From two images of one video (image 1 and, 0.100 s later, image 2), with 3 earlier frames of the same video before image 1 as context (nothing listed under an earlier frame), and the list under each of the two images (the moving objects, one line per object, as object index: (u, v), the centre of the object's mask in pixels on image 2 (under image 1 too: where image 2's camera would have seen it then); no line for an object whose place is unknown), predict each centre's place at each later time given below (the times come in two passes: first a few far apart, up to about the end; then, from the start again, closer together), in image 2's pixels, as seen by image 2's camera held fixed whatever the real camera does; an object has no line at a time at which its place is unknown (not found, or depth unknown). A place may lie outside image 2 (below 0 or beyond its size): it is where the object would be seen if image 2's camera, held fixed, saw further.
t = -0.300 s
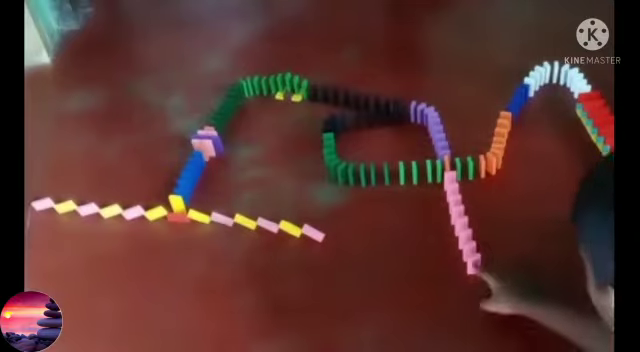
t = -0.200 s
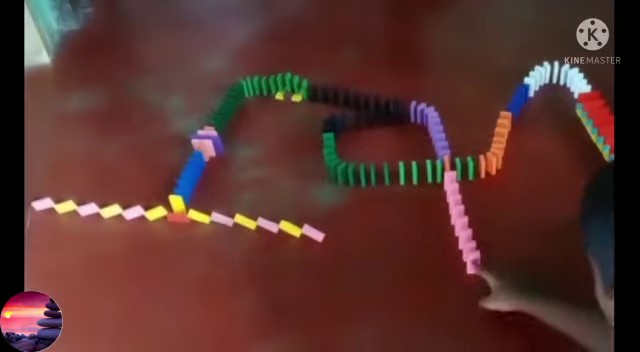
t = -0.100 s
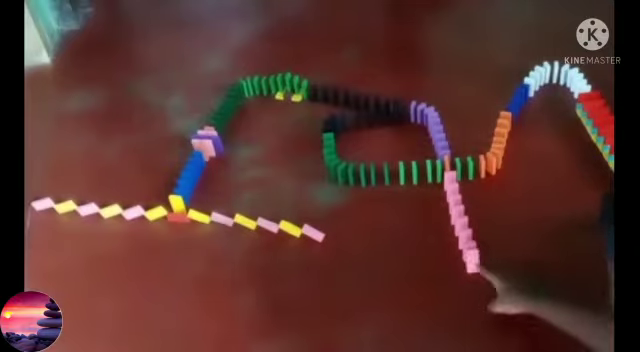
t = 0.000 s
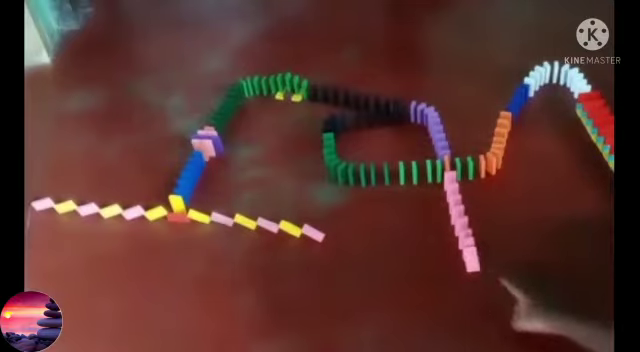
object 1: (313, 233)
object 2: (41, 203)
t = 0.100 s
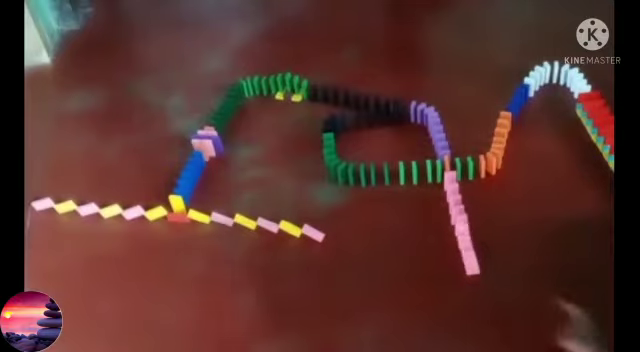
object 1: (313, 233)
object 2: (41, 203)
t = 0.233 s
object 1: (313, 233)
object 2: (41, 203)
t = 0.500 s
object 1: (313, 233)
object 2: (41, 203)
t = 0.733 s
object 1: (313, 233)
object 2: (41, 203)
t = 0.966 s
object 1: (313, 233)
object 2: (41, 203)
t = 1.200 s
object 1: (313, 233)
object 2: (41, 203)
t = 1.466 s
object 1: (313, 233)
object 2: (41, 203)
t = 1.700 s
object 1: (313, 233)
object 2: (41, 204)
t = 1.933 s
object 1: (313, 233)
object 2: (41, 204)
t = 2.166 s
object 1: (313, 233)
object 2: (41, 204)
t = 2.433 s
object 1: (306, 240)
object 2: (47, 205)
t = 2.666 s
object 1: (306, 241)
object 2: (52, 202)
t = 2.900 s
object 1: (306, 241)
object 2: (52, 202)
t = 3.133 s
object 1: (306, 241)
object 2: (53, 202)
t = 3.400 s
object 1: (306, 241)
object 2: (53, 202)
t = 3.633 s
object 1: (306, 241)
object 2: (53, 202)
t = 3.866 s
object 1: (306, 241)
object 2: (53, 202)
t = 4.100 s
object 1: (306, 241)
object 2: (53, 202)
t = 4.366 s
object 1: (306, 241)
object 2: (53, 202)
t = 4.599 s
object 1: (306, 241)
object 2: (52, 202)
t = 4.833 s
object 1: (306, 241)
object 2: (53, 202)
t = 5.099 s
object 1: (306, 241)
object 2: (52, 202)
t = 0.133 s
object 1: (313, 233)
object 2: (41, 203)
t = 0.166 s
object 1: (313, 233)
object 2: (41, 203)
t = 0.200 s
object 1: (313, 233)
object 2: (41, 203)
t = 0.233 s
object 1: (313, 233)
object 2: (41, 203)
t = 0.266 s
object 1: (313, 233)
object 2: (41, 203)
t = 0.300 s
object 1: (313, 233)
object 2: (41, 203)
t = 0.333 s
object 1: (313, 233)
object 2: (41, 203)
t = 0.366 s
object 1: (313, 233)
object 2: (41, 203)
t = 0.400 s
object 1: (313, 233)
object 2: (41, 203)
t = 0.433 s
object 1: (313, 233)
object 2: (41, 203)
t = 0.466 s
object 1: (313, 233)
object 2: (41, 203)
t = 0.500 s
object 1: (313, 233)
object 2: (41, 203)
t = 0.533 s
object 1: (313, 233)
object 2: (41, 203)
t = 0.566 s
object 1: (313, 233)
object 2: (41, 203)
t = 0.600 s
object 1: (313, 233)
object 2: (41, 203)
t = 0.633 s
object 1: (313, 233)
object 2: (41, 203)
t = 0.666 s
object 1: (313, 233)
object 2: (41, 203)
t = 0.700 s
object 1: (313, 233)
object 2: (41, 203)
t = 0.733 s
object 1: (313, 233)
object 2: (41, 203)
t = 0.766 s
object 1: (313, 233)
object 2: (41, 203)
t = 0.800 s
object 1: (313, 233)
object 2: (41, 203)
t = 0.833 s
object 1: (313, 233)
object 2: (41, 203)
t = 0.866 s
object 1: (313, 233)
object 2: (41, 203)
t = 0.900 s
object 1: (313, 233)
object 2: (41, 203)
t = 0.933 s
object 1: (313, 233)
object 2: (41, 203)
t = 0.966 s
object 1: (313, 233)
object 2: (41, 203)
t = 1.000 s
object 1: (313, 233)
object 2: (41, 203)
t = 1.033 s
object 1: (313, 233)
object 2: (41, 203)
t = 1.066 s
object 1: (313, 233)
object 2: (41, 203)
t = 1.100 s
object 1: (313, 233)
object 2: (41, 203)
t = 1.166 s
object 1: (313, 233)
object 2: (41, 203)
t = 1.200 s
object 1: (313, 233)
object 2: (41, 203)
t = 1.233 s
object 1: (313, 233)
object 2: (41, 203)
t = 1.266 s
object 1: (313, 233)
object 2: (41, 203)
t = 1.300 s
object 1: (313, 233)
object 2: (41, 203)
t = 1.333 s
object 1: (313, 233)
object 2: (41, 203)
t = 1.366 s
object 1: (313, 233)
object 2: (41, 204)
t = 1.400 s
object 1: (313, 233)
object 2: (41, 204)
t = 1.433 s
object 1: (313, 233)
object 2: (41, 203)
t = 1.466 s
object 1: (313, 233)
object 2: (41, 203)
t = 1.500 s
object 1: (313, 233)
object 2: (41, 204)
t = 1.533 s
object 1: (313, 233)
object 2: (41, 204)
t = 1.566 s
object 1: (313, 233)
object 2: (41, 204)
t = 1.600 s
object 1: (313, 233)
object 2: (41, 204)
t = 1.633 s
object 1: (313, 233)
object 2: (41, 204)
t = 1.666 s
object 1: (313, 233)
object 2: (41, 204)
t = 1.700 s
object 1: (313, 233)
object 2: (41, 204)
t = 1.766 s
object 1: (313, 233)
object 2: (41, 204)
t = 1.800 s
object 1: (313, 233)
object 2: (41, 204)
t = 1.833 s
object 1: (313, 233)
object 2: (41, 204)
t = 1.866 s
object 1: (313, 233)
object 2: (41, 204)
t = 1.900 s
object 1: (313, 233)
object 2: (41, 204)
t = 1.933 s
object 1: (313, 233)
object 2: (41, 204)
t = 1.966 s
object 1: (313, 233)
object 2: (41, 204)
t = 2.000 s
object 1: (313, 233)
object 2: (41, 204)
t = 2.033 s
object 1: (313, 233)
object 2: (41, 204)
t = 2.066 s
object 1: (313, 233)
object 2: (41, 204)
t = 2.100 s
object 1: (313, 233)
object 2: (41, 204)
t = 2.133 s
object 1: (313, 233)
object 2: (41, 204)
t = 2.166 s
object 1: (313, 233)
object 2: (41, 204)
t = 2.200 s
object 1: (313, 233)
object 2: (41, 204)
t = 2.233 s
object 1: (313, 233)
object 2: (41, 204)
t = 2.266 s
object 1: (312, 234)
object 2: (41, 204)
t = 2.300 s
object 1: (310, 235)
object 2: (43, 205)
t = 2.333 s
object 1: (308, 235)
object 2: (46, 206)
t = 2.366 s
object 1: (306, 239)
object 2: (47, 206)
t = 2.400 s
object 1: (306, 240)
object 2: (47, 205)
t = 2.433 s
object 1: (306, 240)
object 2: (47, 205)
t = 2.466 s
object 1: (306, 241)
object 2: (48, 204)
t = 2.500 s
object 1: (306, 241)
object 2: (49, 204)
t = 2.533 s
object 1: (306, 241)
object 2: (51, 203)
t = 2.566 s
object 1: (306, 241)
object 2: (52, 202)
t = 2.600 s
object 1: (306, 241)
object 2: (52, 202)
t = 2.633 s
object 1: (306, 241)
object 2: (52, 202)
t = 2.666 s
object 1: (306, 241)
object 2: (52, 202)
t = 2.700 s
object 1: (306, 241)
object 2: (52, 202)
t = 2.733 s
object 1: (306, 241)
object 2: (52, 202)
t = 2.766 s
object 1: (306, 241)
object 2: (52, 202)
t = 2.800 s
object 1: (306, 241)
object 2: (52, 202)
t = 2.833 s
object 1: (306, 241)
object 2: (52, 202)
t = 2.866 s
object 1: (306, 241)
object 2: (52, 202)
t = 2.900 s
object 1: (306, 241)
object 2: (52, 202)
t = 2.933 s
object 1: (306, 241)
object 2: (52, 202)
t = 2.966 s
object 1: (306, 241)
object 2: (52, 202)
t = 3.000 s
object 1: (306, 241)
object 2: (52, 202)
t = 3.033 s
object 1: (306, 241)
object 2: (53, 202)
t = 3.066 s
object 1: (306, 241)
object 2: (53, 202)
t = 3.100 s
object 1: (306, 241)
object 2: (53, 202)
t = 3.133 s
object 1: (306, 241)
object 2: (53, 202)
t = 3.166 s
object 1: (306, 241)
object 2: (53, 202)
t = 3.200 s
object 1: (306, 241)
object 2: (53, 202)
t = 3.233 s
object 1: (306, 241)
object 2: (53, 202)
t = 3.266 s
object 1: (306, 241)
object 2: (53, 202)
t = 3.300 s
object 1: (306, 241)
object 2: (53, 202)
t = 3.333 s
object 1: (306, 241)
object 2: (53, 202)
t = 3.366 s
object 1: (306, 241)
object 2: (53, 202)
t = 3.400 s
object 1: (306, 241)
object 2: (53, 202)
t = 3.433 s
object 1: (306, 241)
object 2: (53, 202)
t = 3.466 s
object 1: (306, 241)
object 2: (53, 202)
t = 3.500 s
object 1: (306, 241)
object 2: (53, 202)
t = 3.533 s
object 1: (306, 241)
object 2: (53, 202)
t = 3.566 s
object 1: (306, 241)
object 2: (53, 202)
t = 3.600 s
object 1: (306, 241)
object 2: (53, 202)
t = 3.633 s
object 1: (306, 241)
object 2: (53, 202)
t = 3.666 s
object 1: (306, 241)
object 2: (53, 202)
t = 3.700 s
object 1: (306, 241)
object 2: (53, 202)
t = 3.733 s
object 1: (306, 241)
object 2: (53, 202)
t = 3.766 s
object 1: (306, 241)
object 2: (53, 202)
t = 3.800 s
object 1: (306, 241)
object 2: (53, 202)
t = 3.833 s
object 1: (306, 241)
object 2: (53, 202)
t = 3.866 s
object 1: (306, 241)
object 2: (53, 202)
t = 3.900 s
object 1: (306, 241)
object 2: (53, 202)
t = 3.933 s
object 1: (306, 241)
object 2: (53, 202)
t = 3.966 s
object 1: (306, 241)
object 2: (53, 202)
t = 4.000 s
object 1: (306, 241)
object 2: (53, 202)
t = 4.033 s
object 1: (306, 241)
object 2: (53, 202)
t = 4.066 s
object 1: (306, 241)
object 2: (53, 202)
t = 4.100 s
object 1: (306, 241)
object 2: (53, 202)
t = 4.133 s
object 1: (306, 241)
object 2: (53, 202)
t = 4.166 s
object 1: (306, 241)
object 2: (53, 202)
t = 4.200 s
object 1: (306, 241)
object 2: (53, 202)
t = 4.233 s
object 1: (306, 241)
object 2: (53, 202)
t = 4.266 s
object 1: (306, 241)
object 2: (53, 202)
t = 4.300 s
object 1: (306, 241)
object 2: (53, 202)
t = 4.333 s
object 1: (306, 241)
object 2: (53, 202)
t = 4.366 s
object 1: (306, 241)
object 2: (53, 202)
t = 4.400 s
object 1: (306, 241)
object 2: (53, 202)
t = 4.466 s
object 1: (306, 241)
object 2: (53, 202)
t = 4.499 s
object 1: (306, 241)
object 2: (52, 202)
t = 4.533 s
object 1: (306, 241)
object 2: (52, 202)
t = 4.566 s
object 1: (306, 241)
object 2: (52, 202)
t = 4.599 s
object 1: (306, 241)
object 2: (52, 202)
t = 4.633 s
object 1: (306, 241)
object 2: (53, 202)
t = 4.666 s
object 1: (306, 241)
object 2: (53, 202)
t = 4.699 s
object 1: (306, 241)
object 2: (53, 202)
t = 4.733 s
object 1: (306, 241)
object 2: (53, 202)
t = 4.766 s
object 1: (306, 241)
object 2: (53, 202)
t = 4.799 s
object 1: (306, 241)
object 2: (53, 202)
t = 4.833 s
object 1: (306, 241)
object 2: (53, 202)
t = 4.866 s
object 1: (306, 241)
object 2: (53, 202)
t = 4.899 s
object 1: (306, 241)
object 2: (53, 202)
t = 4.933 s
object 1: (306, 241)
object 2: (53, 202)
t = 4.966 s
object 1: (306, 241)
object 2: (53, 202)
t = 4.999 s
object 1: (306, 241)
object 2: (53, 202)
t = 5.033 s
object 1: (306, 241)
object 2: (53, 202)
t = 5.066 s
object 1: (306, 241)
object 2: (53, 202)
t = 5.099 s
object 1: (306, 241)
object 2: (52, 202)
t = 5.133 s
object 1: (306, 241)
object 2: (52, 202)
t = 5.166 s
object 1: (306, 241)
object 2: (53, 202)
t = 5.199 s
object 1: (306, 241)
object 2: (53, 202)
